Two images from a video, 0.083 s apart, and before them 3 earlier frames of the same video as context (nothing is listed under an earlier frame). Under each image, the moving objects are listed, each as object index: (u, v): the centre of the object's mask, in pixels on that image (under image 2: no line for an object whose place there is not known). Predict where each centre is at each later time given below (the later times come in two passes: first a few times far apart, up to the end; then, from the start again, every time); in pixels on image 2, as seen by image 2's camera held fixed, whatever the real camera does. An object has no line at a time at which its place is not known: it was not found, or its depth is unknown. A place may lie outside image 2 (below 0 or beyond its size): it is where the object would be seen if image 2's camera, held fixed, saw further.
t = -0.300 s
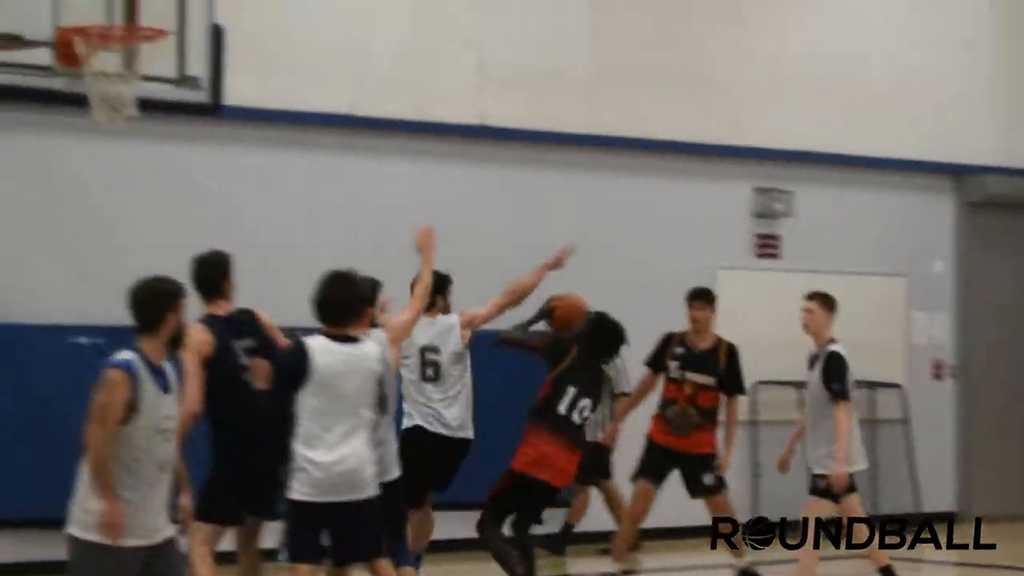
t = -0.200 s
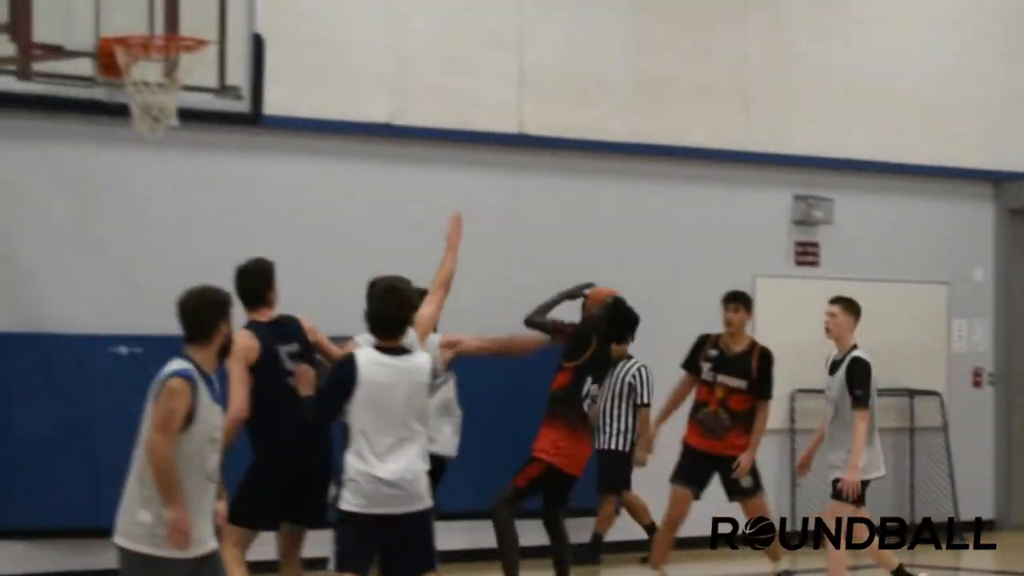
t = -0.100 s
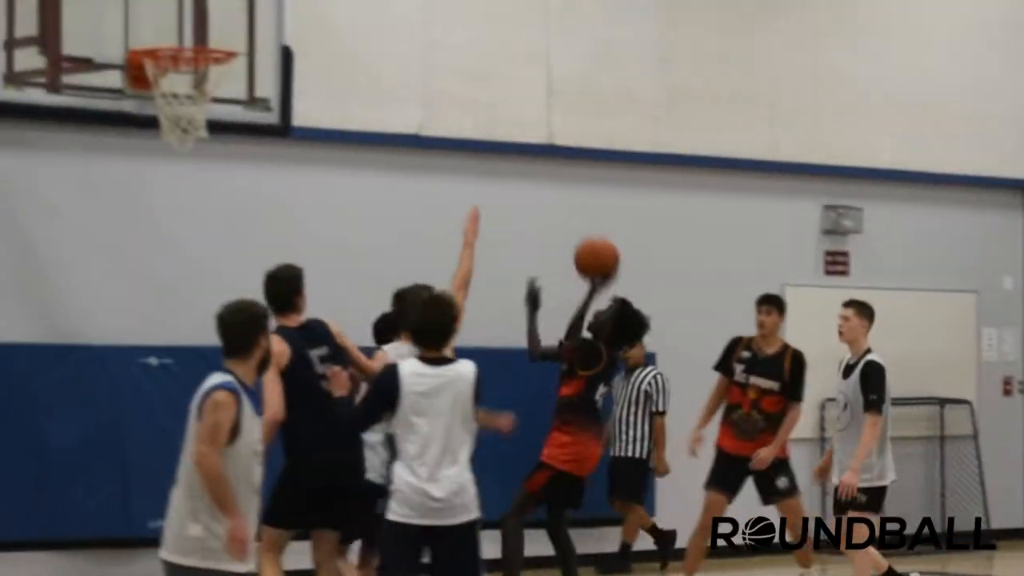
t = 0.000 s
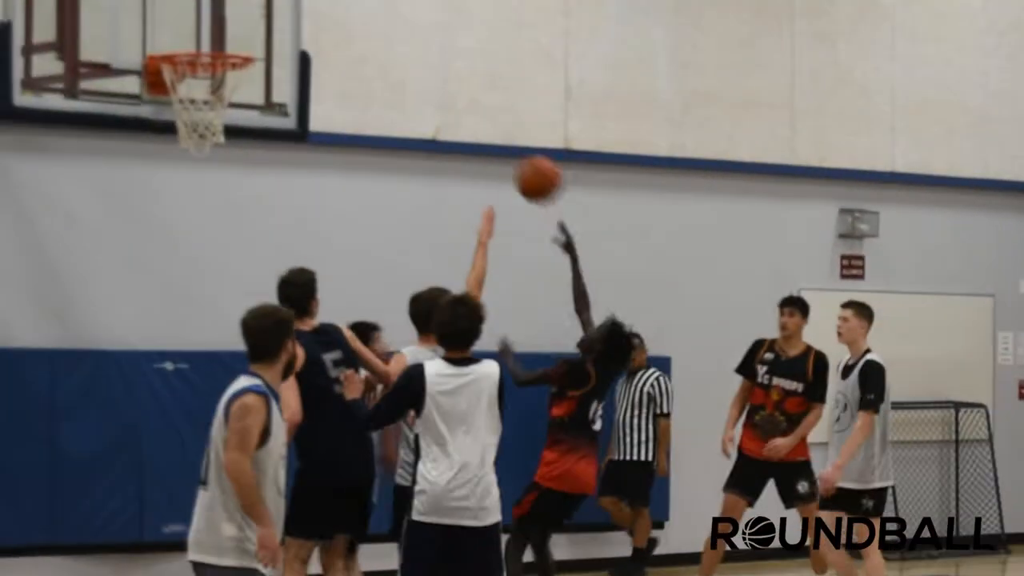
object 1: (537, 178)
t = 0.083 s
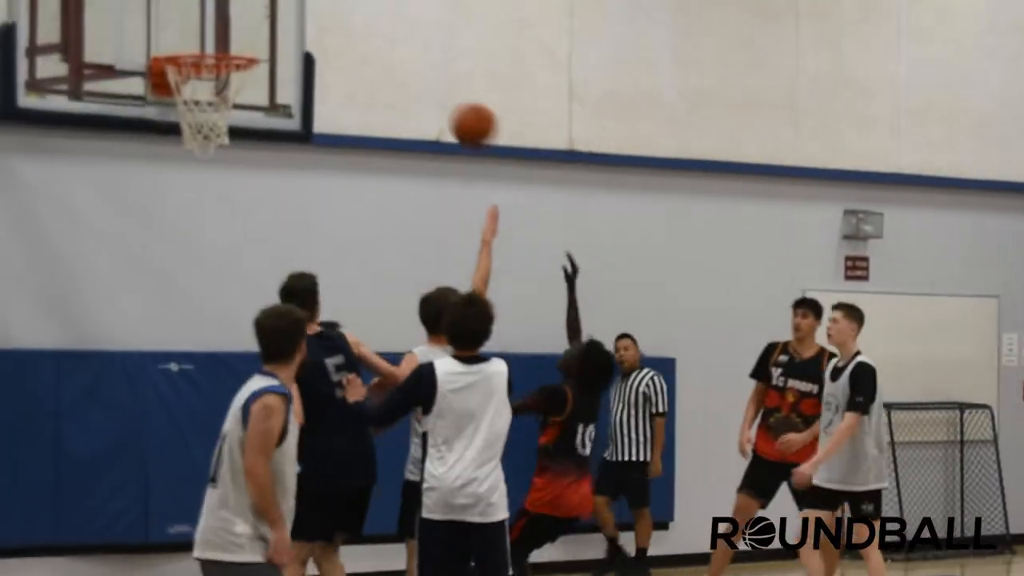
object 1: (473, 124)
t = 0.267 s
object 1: (323, 47)
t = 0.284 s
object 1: (309, 44)
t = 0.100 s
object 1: (459, 115)
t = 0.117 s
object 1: (446, 105)
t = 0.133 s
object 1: (433, 97)
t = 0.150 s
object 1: (419, 89)
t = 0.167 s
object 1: (405, 82)
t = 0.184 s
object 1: (391, 75)
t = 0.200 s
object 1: (377, 68)
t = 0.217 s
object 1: (363, 62)
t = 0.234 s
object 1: (350, 56)
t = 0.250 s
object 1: (337, 52)
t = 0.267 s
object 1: (323, 47)
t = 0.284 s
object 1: (309, 44)
